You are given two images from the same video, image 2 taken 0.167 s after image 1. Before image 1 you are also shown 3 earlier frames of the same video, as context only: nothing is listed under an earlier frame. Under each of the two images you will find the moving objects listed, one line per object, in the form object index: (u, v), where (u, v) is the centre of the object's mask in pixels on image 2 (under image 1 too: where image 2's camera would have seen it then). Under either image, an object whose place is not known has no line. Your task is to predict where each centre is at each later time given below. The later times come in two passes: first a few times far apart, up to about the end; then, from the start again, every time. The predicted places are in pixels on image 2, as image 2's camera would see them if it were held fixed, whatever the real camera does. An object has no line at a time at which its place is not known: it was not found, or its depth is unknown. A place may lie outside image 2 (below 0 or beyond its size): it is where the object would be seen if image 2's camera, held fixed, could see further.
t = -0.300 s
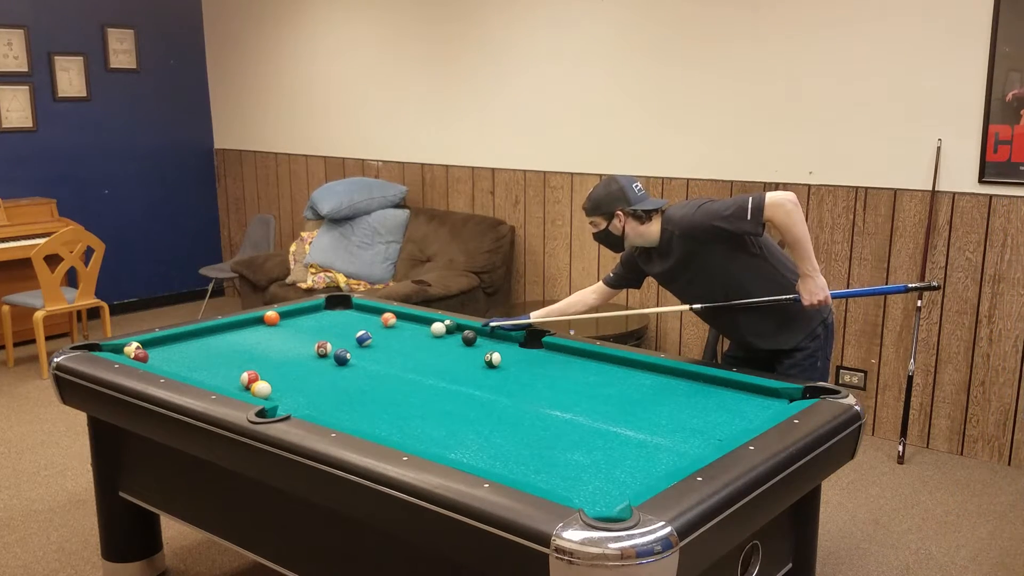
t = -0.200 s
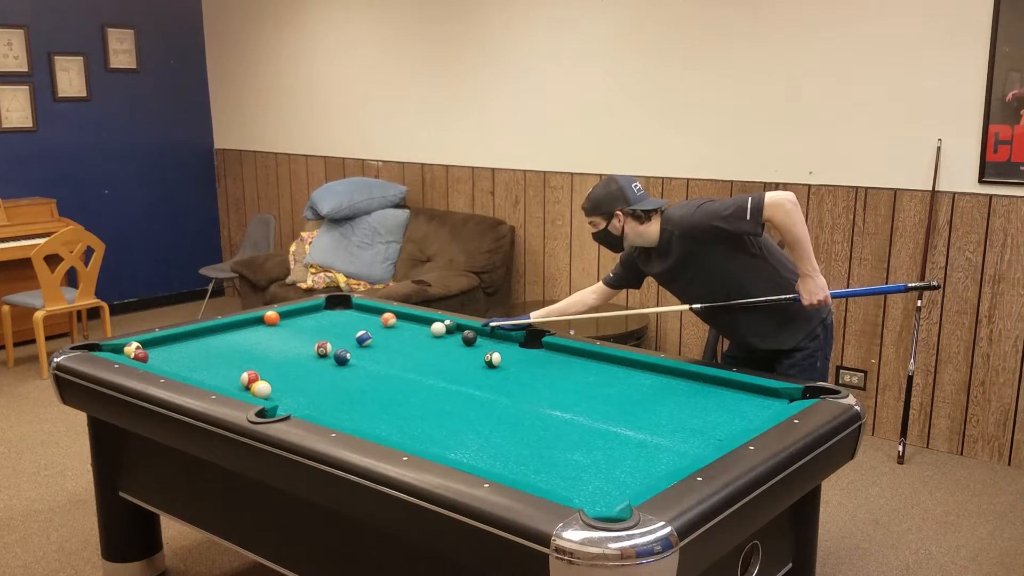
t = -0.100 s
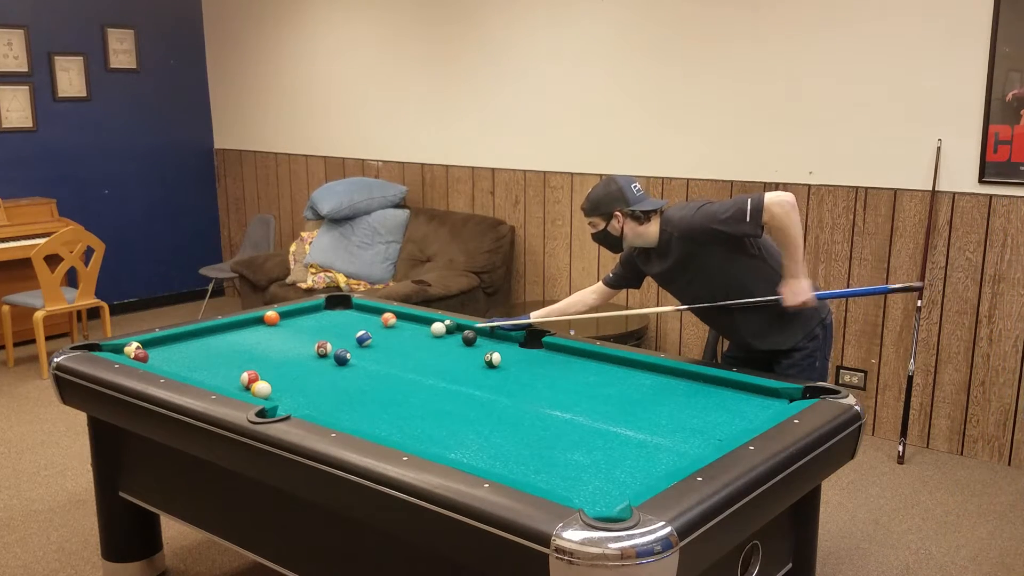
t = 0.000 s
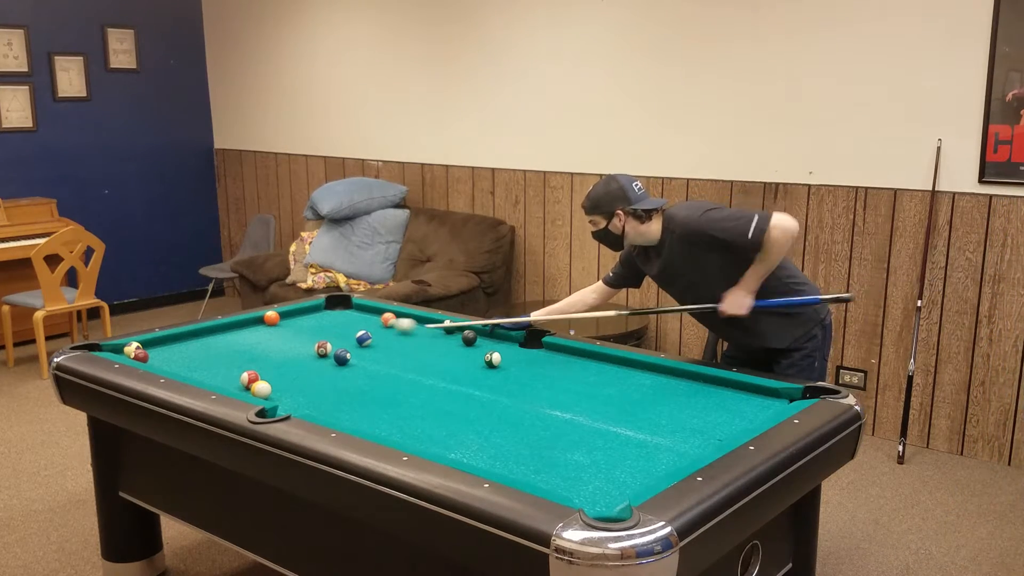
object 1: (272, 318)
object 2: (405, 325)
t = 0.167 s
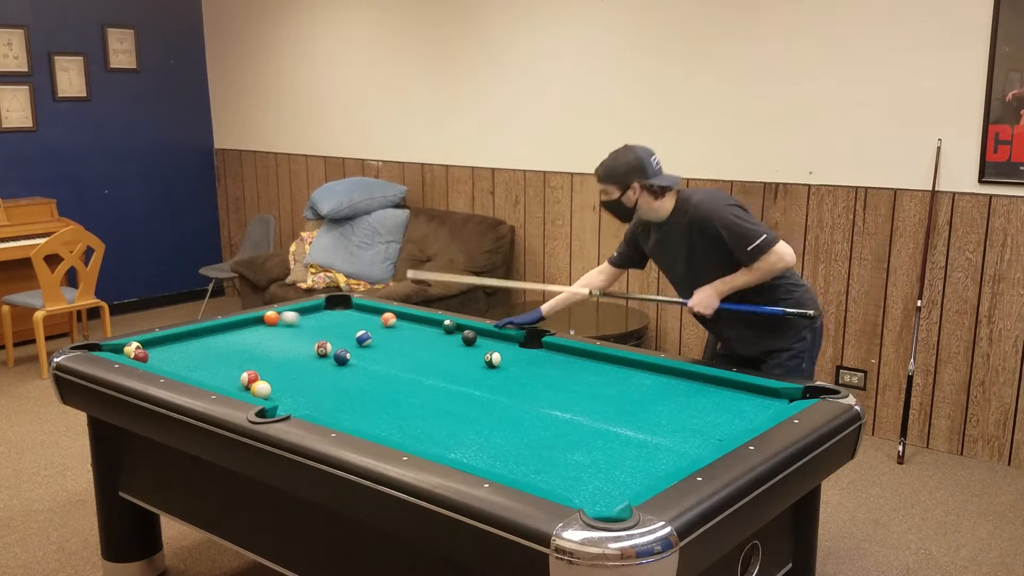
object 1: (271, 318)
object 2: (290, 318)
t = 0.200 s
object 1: (267, 318)
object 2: (285, 316)
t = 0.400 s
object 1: (285, 336)
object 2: (287, 316)
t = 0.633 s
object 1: (308, 356)
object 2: (292, 318)
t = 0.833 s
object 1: (330, 375)
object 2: (297, 319)
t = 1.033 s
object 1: (355, 395)
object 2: (300, 320)
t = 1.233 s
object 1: (382, 419)
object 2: (303, 321)
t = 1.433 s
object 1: (418, 441)
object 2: (306, 321)
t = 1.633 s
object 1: (484, 455)
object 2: (308, 321)
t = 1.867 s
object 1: (565, 468)
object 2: (310, 322)
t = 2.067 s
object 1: (636, 479)
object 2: (310, 322)
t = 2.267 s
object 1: (631, 464)
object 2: (309, 322)
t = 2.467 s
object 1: (620, 448)
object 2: (309, 322)
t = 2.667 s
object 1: (611, 433)
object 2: (309, 322)
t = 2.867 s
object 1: (603, 420)
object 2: (309, 322)
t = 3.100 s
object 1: (595, 407)
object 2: (309, 322)
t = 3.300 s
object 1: (588, 397)
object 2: (309, 322)
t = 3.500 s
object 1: (583, 388)
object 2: (309, 322)
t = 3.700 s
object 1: (578, 380)
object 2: (309, 322)
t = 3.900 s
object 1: (573, 372)
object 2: (309, 322)
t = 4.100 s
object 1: (569, 366)
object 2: (309, 322)
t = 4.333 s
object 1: (564, 359)
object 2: (309, 322)
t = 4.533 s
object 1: (561, 353)
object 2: (309, 322)
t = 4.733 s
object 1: (558, 348)
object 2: (309, 322)
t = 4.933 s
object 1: (548, 348)
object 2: (309, 322)
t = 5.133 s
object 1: (538, 348)
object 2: (309, 322)
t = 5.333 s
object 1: (530, 348)
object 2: (309, 322)
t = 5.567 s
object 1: (521, 349)
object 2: (309, 321)
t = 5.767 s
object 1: (516, 349)
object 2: (309, 321)
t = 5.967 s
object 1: (511, 349)
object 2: (309, 322)
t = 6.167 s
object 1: (508, 349)
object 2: (309, 322)
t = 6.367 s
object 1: (506, 348)
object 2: (309, 322)
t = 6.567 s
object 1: (506, 348)
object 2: (309, 322)
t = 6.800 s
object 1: (506, 348)
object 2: (309, 322)
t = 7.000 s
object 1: (506, 348)
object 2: (309, 322)
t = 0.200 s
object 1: (267, 318)
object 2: (285, 316)
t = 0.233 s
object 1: (270, 319)
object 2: (284, 316)
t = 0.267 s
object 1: (273, 324)
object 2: (281, 315)
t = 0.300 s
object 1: (276, 327)
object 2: (280, 315)
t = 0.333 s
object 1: (280, 331)
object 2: (283, 316)
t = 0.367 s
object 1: (282, 334)
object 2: (285, 316)
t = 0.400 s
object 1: (285, 336)
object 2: (287, 316)
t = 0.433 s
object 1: (289, 339)
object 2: (287, 316)
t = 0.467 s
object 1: (292, 342)
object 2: (288, 317)
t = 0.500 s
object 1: (295, 345)
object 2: (289, 317)
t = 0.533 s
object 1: (298, 347)
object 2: (290, 317)
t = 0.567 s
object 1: (301, 350)
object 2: (291, 317)
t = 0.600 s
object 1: (305, 353)
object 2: (291, 318)
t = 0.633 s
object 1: (308, 356)
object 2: (292, 318)
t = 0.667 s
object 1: (311, 359)
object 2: (293, 318)
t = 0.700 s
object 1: (315, 362)
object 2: (294, 318)
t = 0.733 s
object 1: (319, 365)
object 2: (294, 318)
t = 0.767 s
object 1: (322, 368)
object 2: (295, 318)
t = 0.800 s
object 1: (326, 371)
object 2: (296, 319)
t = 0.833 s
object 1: (330, 375)
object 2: (297, 319)
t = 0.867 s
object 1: (334, 378)
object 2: (297, 319)
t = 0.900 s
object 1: (338, 381)
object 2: (298, 319)
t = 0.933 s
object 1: (342, 385)
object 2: (298, 319)
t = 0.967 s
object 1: (346, 388)
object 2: (299, 320)
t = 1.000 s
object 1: (350, 392)
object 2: (300, 320)
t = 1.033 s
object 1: (355, 395)
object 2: (300, 320)
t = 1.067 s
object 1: (359, 399)
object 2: (300, 320)
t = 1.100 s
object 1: (363, 403)
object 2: (301, 320)
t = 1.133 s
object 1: (368, 407)
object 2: (301, 320)
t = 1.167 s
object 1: (373, 411)
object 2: (302, 320)
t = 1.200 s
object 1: (377, 415)
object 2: (303, 320)
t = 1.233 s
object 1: (382, 419)
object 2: (303, 321)
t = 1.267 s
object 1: (387, 424)
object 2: (304, 321)
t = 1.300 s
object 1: (392, 428)
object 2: (304, 321)
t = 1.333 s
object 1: (397, 431)
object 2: (304, 321)
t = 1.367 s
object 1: (403, 435)
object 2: (305, 321)
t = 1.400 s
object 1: (409, 438)
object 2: (305, 321)
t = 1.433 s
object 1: (418, 441)
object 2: (306, 321)
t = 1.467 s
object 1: (429, 443)
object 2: (306, 321)
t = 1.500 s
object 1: (440, 446)
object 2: (307, 321)
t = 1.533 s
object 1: (451, 448)
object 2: (307, 321)
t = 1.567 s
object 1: (462, 450)
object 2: (307, 321)
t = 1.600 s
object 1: (473, 453)
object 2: (308, 321)
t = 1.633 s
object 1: (484, 455)
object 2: (308, 321)
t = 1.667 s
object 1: (496, 457)
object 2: (308, 322)
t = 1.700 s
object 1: (507, 459)
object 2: (309, 321)
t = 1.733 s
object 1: (519, 461)
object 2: (309, 322)
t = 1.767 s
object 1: (530, 462)
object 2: (309, 321)
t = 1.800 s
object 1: (542, 464)
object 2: (310, 322)
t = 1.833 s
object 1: (553, 466)
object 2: (310, 322)
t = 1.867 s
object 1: (565, 468)
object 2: (310, 322)
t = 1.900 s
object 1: (577, 470)
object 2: (310, 322)
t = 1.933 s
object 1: (589, 472)
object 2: (310, 322)
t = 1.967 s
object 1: (601, 474)
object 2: (310, 322)
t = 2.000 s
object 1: (613, 476)
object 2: (310, 322)
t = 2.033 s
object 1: (625, 478)
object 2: (310, 322)
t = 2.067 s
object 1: (636, 479)
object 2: (310, 322)
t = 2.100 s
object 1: (641, 477)
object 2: (310, 322)
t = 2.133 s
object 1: (639, 476)
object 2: (310, 322)
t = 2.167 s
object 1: (637, 473)
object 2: (310, 322)
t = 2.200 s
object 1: (635, 470)
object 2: (310, 322)
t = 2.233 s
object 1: (633, 467)
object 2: (309, 322)
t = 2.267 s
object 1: (631, 464)
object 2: (309, 322)
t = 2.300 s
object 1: (629, 461)
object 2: (309, 322)
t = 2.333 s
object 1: (627, 458)
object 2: (309, 322)
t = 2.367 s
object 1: (625, 455)
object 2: (309, 322)
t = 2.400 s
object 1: (624, 453)
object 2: (309, 322)
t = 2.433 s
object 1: (622, 450)
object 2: (309, 322)
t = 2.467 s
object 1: (620, 448)
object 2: (309, 322)
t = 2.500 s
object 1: (619, 445)
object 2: (309, 322)
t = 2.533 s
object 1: (617, 443)
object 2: (309, 322)
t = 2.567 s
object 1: (616, 440)
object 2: (309, 322)
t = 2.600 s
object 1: (614, 438)
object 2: (309, 322)
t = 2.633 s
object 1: (613, 435)
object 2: (309, 322)
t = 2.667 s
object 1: (611, 433)
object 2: (309, 322)
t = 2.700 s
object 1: (610, 431)
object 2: (309, 322)
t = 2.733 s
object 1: (608, 429)
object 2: (309, 322)
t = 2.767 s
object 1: (607, 427)
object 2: (309, 322)
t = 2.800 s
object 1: (606, 424)
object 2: (309, 322)
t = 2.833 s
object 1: (604, 422)
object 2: (309, 322)
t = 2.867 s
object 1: (603, 420)
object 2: (309, 322)
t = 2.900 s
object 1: (602, 418)
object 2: (309, 322)
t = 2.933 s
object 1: (601, 416)
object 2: (309, 322)
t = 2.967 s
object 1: (599, 414)
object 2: (309, 322)
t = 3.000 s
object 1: (598, 412)
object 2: (309, 322)
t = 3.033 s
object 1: (597, 411)
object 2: (309, 322)
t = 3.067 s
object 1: (596, 409)
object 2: (309, 322)
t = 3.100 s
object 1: (595, 407)
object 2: (309, 322)
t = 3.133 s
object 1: (594, 405)
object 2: (309, 322)
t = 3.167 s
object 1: (593, 404)
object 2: (309, 322)
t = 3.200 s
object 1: (592, 402)
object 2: (309, 322)
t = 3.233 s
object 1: (591, 400)
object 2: (309, 322)
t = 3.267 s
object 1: (590, 399)
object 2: (309, 322)
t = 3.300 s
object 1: (588, 397)
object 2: (309, 322)
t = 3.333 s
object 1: (587, 395)
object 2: (309, 322)
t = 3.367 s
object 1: (586, 394)
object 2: (309, 322)
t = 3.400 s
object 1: (585, 392)
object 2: (309, 322)
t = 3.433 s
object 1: (584, 391)
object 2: (309, 322)
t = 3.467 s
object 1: (584, 389)
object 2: (309, 322)
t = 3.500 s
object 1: (583, 388)
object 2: (309, 322)
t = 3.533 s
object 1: (582, 386)
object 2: (309, 322)
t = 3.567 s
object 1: (581, 385)
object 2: (309, 322)
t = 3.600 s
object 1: (580, 384)
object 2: (309, 322)
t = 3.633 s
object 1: (579, 382)
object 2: (309, 322)
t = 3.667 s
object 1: (579, 381)
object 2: (309, 322)
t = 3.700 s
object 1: (578, 380)
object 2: (309, 322)
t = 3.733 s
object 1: (577, 378)
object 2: (309, 322)
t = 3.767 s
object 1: (576, 377)
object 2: (309, 322)
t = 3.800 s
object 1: (575, 376)
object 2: (309, 322)
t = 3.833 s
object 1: (575, 375)
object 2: (309, 322)
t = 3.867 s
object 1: (574, 374)
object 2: (309, 322)
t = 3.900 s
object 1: (573, 372)
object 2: (309, 322)
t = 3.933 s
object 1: (572, 371)
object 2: (309, 322)
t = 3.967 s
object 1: (571, 370)
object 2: (309, 322)
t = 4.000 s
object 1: (571, 369)
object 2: (309, 322)
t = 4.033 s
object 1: (570, 368)
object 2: (309, 322)
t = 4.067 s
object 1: (569, 367)
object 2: (309, 322)
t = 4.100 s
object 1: (569, 366)
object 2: (309, 322)
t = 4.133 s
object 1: (568, 365)
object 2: (309, 322)
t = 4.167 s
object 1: (568, 364)
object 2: (309, 322)
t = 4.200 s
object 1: (567, 363)
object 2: (309, 322)
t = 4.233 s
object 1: (566, 362)
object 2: (309, 322)
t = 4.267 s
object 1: (566, 361)
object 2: (309, 322)
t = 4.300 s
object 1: (565, 360)
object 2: (309, 322)
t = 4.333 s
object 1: (564, 359)
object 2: (309, 322)
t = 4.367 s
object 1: (564, 358)
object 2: (309, 322)
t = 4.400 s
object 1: (563, 357)
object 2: (309, 322)
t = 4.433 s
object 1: (562, 356)
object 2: (309, 322)
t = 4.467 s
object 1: (562, 355)
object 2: (309, 322)
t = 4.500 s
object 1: (561, 354)
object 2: (309, 322)
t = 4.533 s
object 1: (561, 353)
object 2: (309, 322)
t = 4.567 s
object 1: (560, 352)
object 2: (309, 322)
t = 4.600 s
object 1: (560, 351)
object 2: (309, 322)
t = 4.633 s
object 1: (559, 351)
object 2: (309, 322)
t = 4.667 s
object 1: (559, 350)
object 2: (309, 322)
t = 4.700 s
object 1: (559, 349)
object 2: (309, 322)
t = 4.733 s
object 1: (558, 348)
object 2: (309, 322)
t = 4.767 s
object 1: (556, 348)
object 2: (309, 322)
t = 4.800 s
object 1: (554, 348)
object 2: (309, 322)
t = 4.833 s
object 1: (553, 348)
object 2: (309, 322)
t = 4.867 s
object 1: (551, 348)
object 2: (309, 322)
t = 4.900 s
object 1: (549, 348)
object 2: (309, 322)
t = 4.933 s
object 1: (548, 348)
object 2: (309, 322)
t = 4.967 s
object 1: (546, 348)
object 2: (309, 322)
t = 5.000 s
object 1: (544, 348)
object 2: (309, 322)
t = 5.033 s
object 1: (543, 348)
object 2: (309, 322)
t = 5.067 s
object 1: (541, 348)
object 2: (309, 322)
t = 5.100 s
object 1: (540, 348)
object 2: (309, 322)
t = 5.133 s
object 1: (538, 348)
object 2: (309, 322)
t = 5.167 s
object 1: (537, 348)
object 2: (309, 322)
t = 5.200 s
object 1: (535, 348)
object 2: (309, 322)
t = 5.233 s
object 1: (533, 348)
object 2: (309, 322)
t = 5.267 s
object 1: (532, 348)
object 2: (309, 321)
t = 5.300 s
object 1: (531, 348)
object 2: (309, 322)
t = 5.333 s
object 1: (530, 348)
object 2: (309, 322)
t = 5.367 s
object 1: (529, 349)
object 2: (309, 322)
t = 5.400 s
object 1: (527, 348)
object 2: (309, 322)
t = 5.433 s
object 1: (526, 348)
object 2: (309, 321)
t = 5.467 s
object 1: (525, 348)
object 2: (309, 322)
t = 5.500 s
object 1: (523, 349)
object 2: (309, 321)
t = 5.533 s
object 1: (523, 348)
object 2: (309, 321)
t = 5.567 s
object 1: (521, 349)
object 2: (309, 321)
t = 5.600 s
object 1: (520, 349)
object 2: (309, 321)
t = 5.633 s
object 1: (519, 349)
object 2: (309, 321)
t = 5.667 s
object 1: (518, 349)
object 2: (309, 321)
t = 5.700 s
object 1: (517, 349)
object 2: (309, 322)
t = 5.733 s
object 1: (517, 349)
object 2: (309, 321)
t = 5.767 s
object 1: (516, 349)
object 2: (309, 321)
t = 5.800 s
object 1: (515, 349)
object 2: (309, 321)
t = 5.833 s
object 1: (514, 349)
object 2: (309, 321)
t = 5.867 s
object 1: (513, 349)
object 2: (309, 321)
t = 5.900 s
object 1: (512, 349)
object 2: (309, 321)
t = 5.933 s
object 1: (512, 349)
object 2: (309, 322)
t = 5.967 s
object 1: (511, 349)
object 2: (309, 322)
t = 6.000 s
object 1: (511, 349)
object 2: (309, 322)
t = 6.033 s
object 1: (510, 349)
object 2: (309, 322)
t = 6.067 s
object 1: (510, 349)
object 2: (309, 322)
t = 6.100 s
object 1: (509, 349)
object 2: (309, 322)
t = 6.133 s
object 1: (509, 349)
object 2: (309, 322)
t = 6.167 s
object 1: (508, 349)
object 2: (309, 322)
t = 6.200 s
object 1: (508, 349)
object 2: (309, 322)
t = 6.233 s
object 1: (508, 348)
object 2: (309, 322)
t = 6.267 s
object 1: (507, 349)
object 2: (309, 322)
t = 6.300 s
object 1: (507, 349)
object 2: (309, 322)
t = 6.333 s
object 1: (507, 349)
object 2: (309, 322)
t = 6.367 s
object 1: (506, 348)
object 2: (309, 322)
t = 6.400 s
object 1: (506, 348)
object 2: (309, 322)
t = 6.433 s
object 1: (506, 348)
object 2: (309, 322)
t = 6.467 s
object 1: (506, 348)
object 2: (309, 322)
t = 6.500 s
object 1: (506, 348)
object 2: (309, 322)
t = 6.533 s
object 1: (506, 348)
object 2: (309, 322)
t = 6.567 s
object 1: (506, 348)
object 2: (309, 322)
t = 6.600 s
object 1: (506, 348)
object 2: (309, 322)
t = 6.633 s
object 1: (506, 348)
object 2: (309, 322)
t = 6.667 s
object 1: (506, 348)
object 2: (309, 322)
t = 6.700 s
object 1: (505, 348)
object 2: (309, 322)
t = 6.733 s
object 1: (506, 348)
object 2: (309, 322)
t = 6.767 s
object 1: (505, 348)
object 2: (309, 322)
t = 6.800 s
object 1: (506, 348)
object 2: (309, 322)
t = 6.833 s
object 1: (506, 348)
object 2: (309, 322)
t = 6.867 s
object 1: (506, 348)
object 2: (309, 322)
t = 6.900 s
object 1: (506, 348)
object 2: (309, 322)
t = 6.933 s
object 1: (506, 348)
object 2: (309, 322)
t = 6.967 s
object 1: (506, 348)
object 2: (309, 322)
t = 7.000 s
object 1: (506, 348)
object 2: (309, 322)
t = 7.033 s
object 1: (506, 348)
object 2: (309, 322)
